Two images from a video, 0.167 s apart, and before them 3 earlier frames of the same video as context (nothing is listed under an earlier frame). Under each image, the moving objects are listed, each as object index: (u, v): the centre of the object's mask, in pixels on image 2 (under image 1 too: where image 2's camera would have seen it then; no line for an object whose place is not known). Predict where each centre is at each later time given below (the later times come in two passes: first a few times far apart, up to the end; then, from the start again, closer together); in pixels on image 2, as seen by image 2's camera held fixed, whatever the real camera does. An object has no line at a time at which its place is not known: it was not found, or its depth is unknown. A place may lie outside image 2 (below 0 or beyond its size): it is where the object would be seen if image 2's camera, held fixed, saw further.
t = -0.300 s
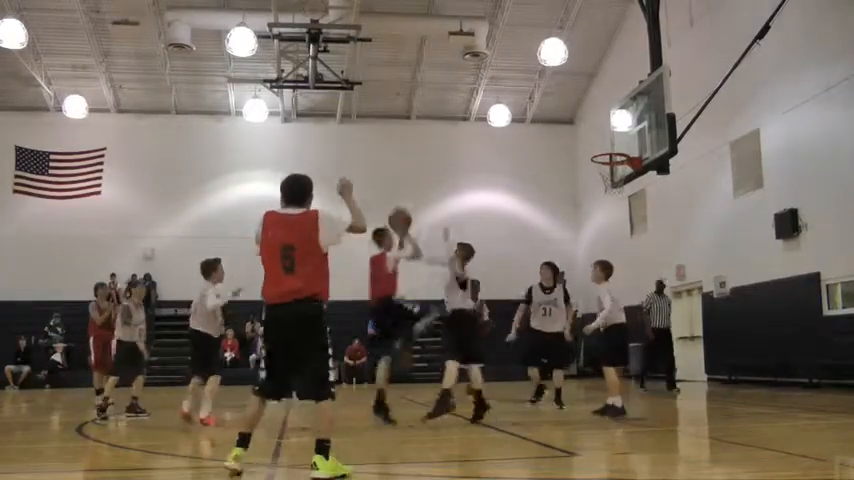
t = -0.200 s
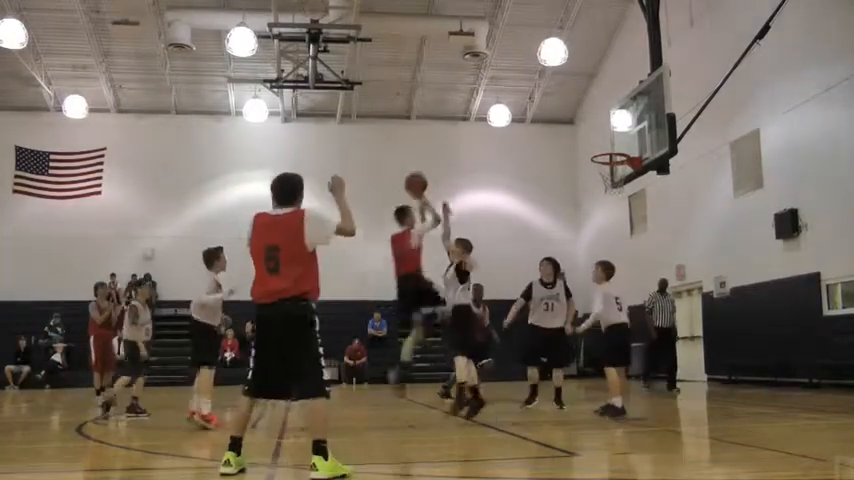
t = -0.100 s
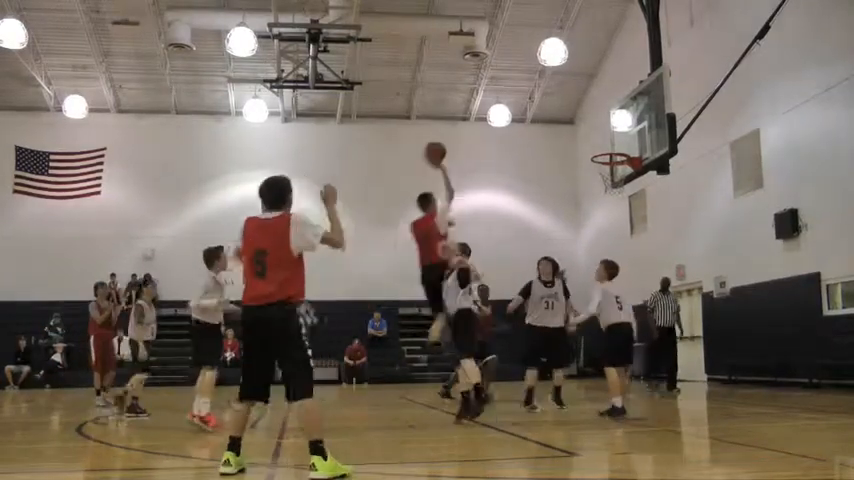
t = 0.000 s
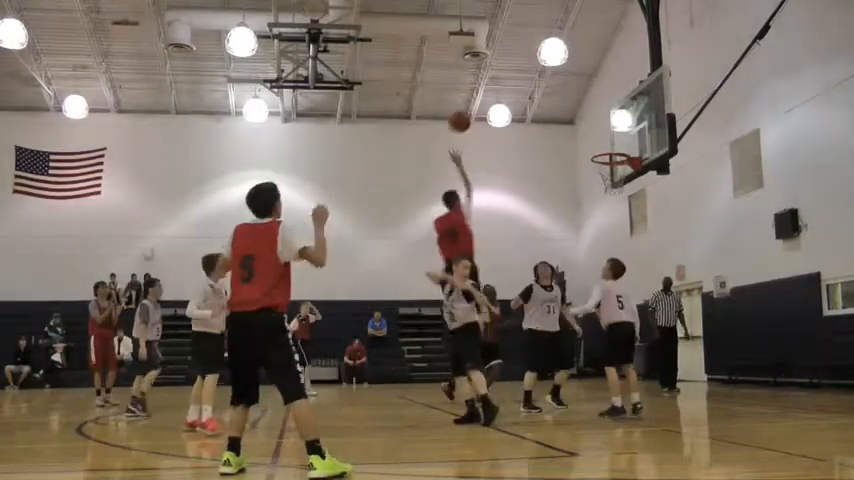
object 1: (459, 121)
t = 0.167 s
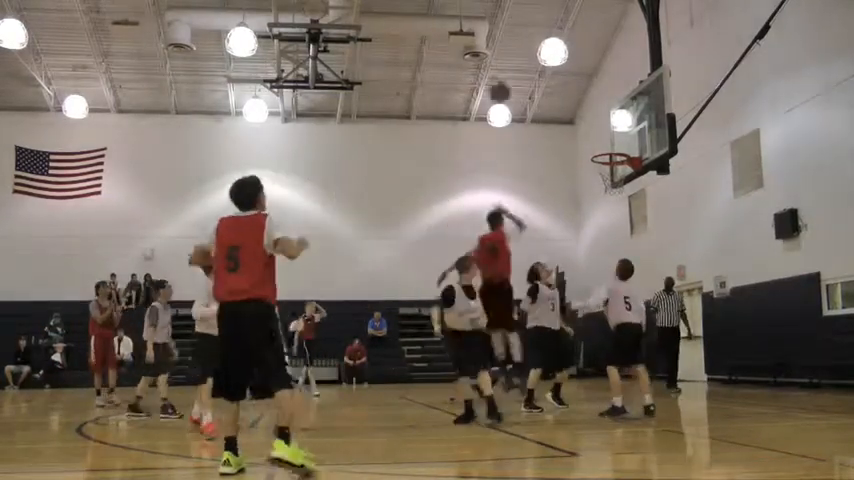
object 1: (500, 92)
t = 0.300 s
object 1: (529, 87)
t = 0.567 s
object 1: (584, 117)
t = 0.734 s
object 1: (619, 161)
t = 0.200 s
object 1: (507, 89)
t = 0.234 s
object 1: (515, 88)
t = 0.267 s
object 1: (522, 87)
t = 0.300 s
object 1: (529, 87)
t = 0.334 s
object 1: (536, 88)
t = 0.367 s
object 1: (543, 89)
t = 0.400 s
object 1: (550, 92)
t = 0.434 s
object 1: (557, 95)
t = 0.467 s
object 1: (564, 99)
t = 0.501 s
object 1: (571, 105)
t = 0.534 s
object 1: (578, 111)
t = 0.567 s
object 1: (584, 117)
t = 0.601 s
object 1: (591, 125)
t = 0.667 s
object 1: (605, 142)
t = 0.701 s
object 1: (611, 152)
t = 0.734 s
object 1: (619, 161)
